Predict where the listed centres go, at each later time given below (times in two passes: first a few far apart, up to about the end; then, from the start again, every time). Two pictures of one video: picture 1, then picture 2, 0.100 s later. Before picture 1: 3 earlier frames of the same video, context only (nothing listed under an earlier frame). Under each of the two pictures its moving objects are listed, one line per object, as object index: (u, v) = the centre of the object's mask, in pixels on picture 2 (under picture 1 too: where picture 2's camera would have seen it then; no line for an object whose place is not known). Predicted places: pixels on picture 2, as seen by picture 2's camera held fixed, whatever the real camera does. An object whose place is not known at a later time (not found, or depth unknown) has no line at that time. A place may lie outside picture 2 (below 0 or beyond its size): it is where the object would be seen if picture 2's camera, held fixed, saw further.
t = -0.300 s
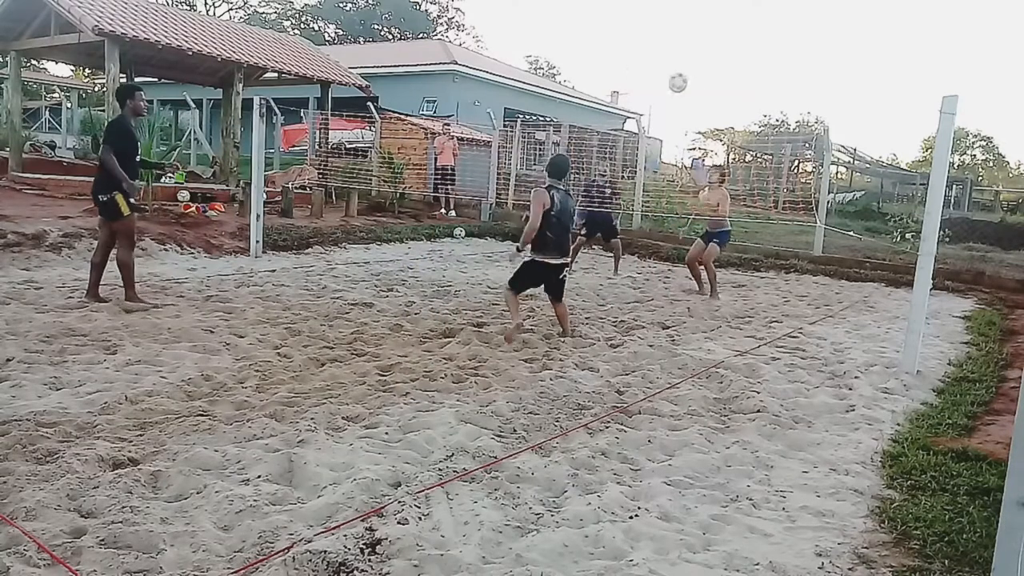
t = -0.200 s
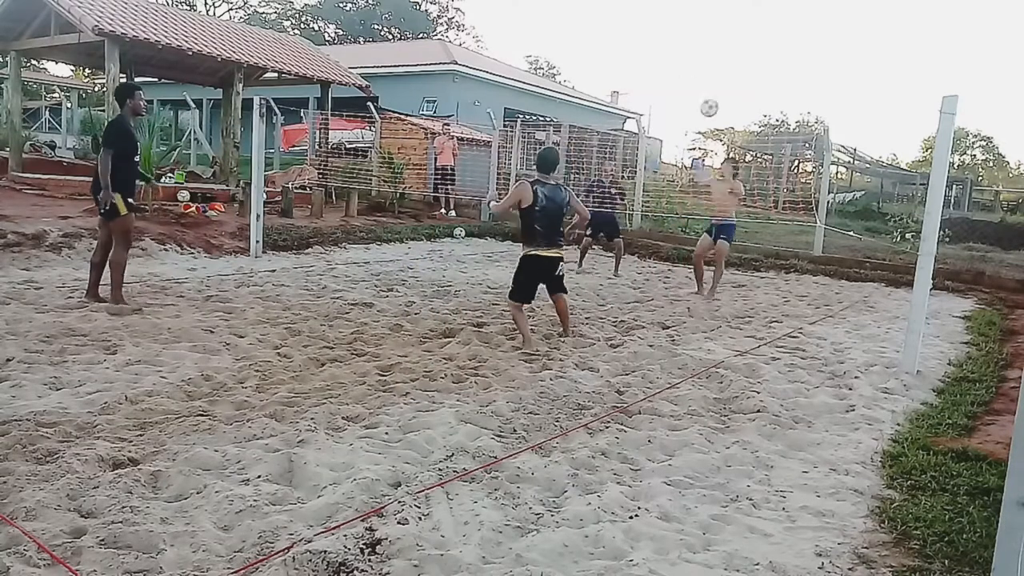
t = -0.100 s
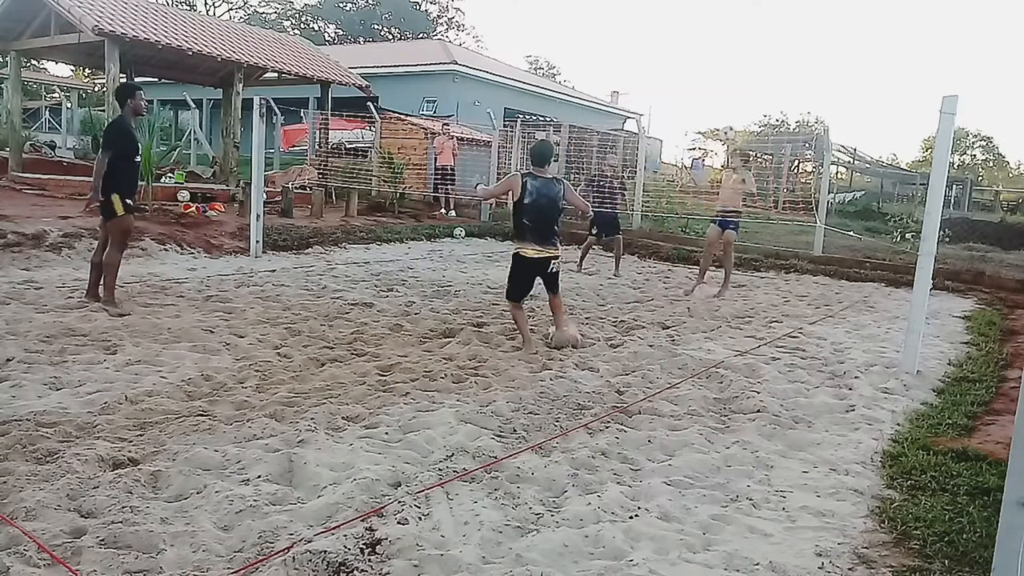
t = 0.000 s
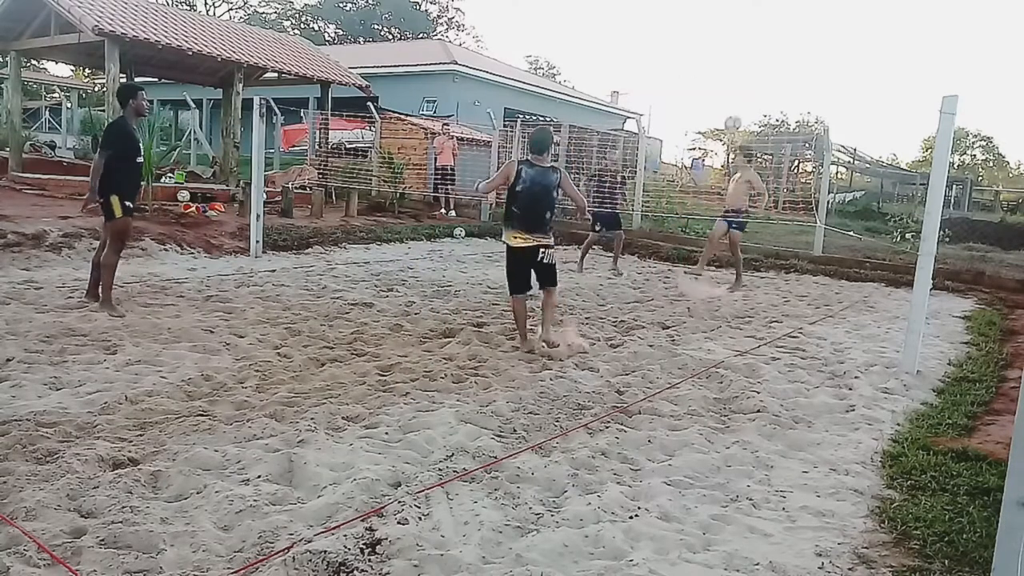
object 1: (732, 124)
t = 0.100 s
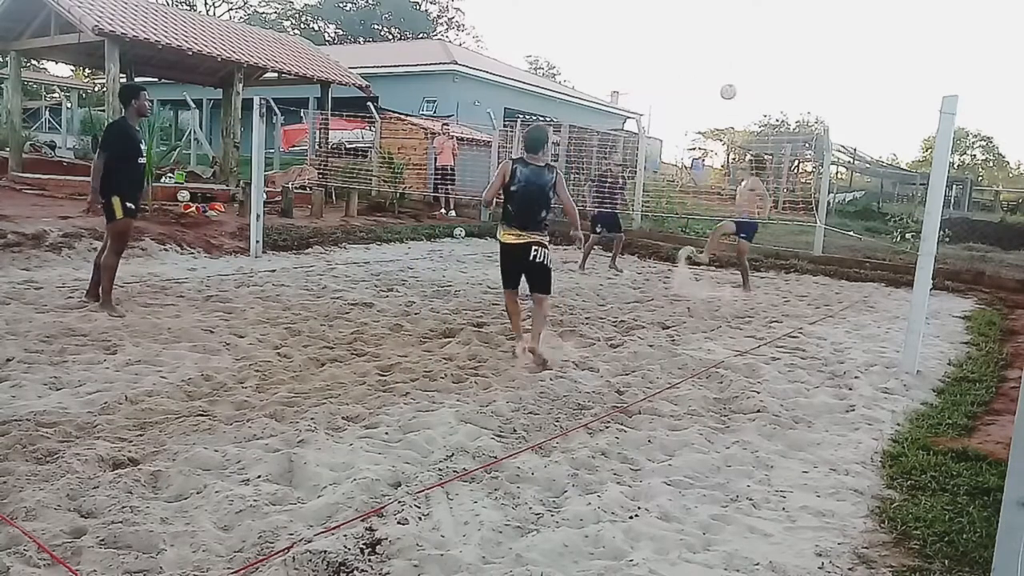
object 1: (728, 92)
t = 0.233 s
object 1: (720, 63)
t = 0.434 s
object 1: (707, 46)
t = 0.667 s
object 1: (689, 69)
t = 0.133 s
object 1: (726, 83)
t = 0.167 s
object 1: (724, 76)
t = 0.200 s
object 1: (723, 68)
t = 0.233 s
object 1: (720, 63)
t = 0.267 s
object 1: (718, 58)
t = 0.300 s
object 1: (716, 53)
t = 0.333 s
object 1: (714, 50)
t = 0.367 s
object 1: (712, 48)
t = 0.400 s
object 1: (710, 46)
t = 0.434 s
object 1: (707, 46)
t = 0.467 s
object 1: (705, 47)
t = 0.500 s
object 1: (702, 48)
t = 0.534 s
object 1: (699, 51)
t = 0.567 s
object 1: (697, 54)
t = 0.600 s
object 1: (694, 58)
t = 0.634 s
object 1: (691, 63)
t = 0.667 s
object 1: (689, 69)
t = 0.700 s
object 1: (685, 75)
